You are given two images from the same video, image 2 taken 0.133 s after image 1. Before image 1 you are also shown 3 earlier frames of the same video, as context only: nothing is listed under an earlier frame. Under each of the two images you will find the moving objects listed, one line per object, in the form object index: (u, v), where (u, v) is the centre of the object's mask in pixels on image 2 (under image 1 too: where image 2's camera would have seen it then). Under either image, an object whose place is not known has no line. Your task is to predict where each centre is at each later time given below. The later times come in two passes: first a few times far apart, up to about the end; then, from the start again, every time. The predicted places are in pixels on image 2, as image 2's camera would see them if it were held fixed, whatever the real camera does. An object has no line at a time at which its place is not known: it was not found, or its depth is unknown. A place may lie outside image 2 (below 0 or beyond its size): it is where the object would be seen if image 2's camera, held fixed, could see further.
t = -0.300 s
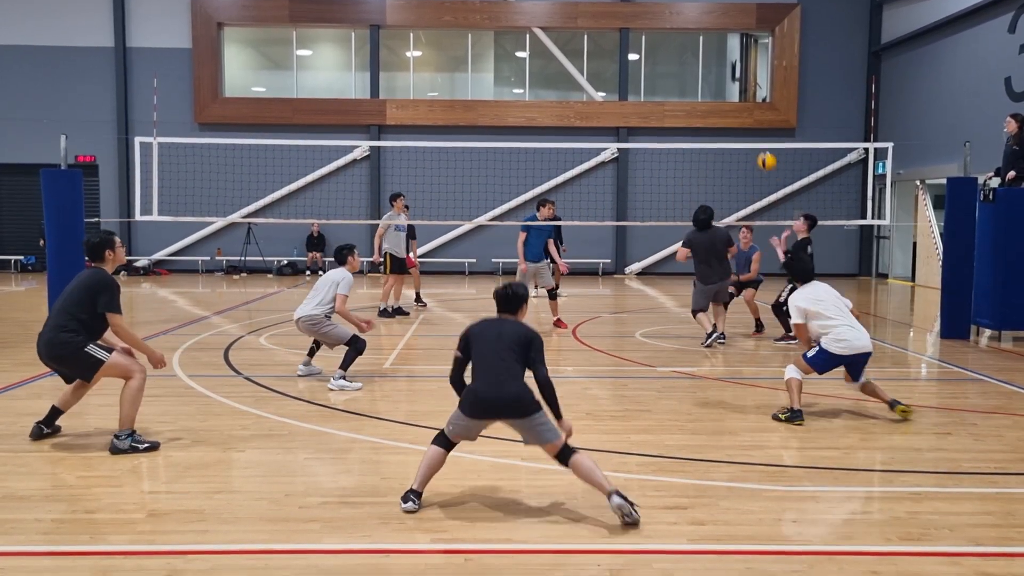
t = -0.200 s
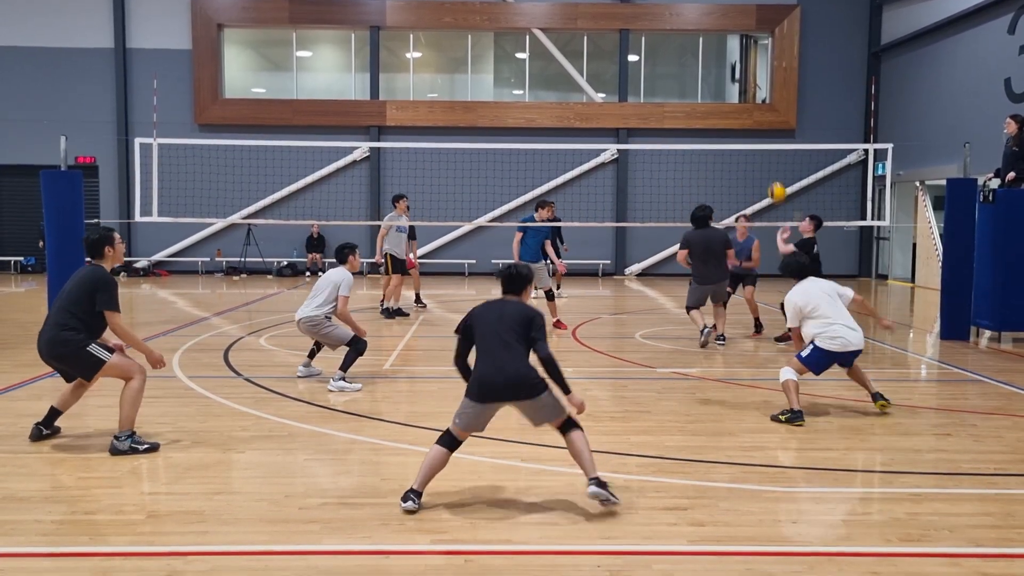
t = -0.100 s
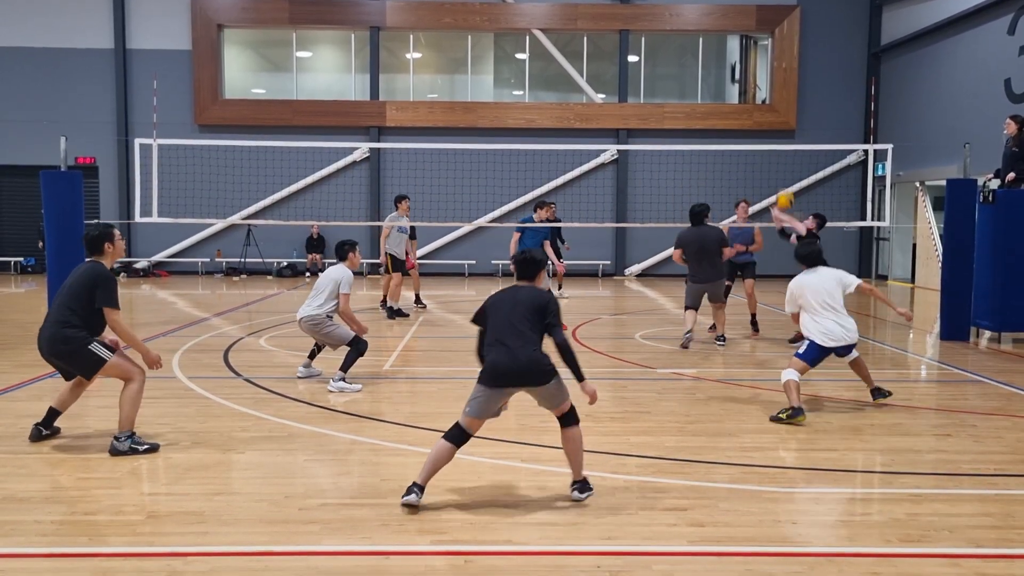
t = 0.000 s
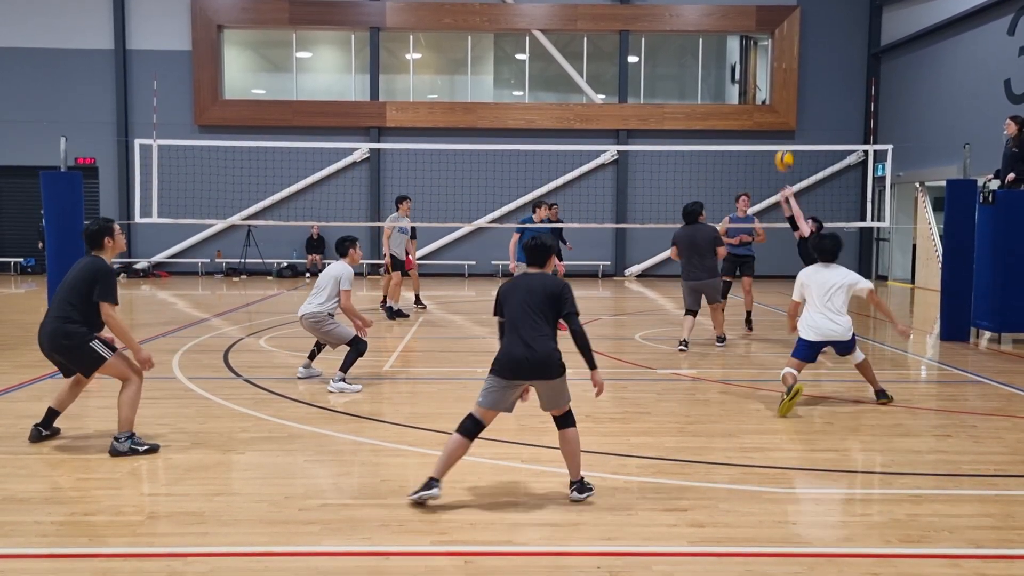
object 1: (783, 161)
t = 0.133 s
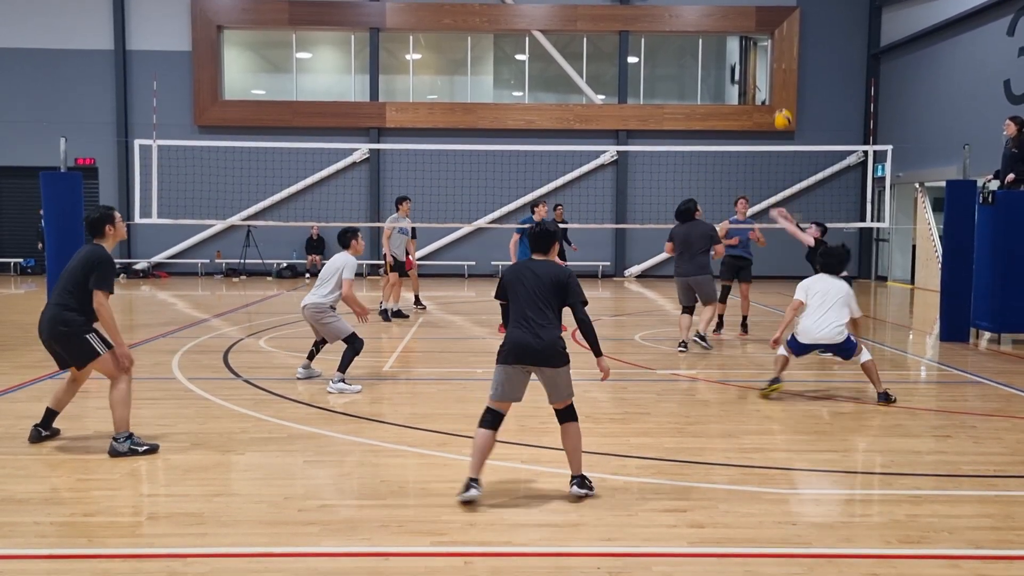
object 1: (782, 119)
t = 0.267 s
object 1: (781, 92)
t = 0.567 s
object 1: (776, 84)
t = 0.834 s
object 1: (770, 143)
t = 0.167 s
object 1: (782, 110)
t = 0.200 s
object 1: (781, 103)
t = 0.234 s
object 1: (781, 97)
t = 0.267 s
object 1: (781, 92)
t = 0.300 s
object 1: (781, 86)
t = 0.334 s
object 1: (780, 83)
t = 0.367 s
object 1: (780, 80)
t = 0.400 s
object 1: (779, 78)
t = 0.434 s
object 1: (779, 78)
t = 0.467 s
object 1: (778, 78)
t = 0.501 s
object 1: (778, 79)
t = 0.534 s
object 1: (777, 81)
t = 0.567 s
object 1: (776, 84)
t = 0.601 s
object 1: (776, 87)
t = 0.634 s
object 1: (775, 91)
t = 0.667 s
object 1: (773, 98)
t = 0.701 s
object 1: (773, 103)
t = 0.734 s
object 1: (773, 113)
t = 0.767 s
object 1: (772, 123)
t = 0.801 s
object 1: (771, 132)
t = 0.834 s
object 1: (770, 143)
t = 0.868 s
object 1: (769, 155)
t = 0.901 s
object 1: (768, 168)
